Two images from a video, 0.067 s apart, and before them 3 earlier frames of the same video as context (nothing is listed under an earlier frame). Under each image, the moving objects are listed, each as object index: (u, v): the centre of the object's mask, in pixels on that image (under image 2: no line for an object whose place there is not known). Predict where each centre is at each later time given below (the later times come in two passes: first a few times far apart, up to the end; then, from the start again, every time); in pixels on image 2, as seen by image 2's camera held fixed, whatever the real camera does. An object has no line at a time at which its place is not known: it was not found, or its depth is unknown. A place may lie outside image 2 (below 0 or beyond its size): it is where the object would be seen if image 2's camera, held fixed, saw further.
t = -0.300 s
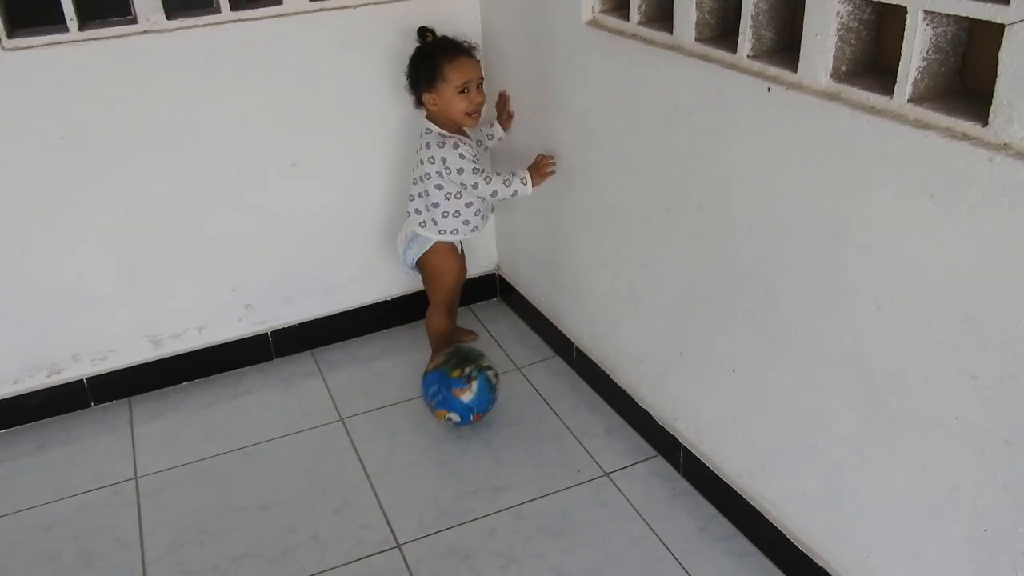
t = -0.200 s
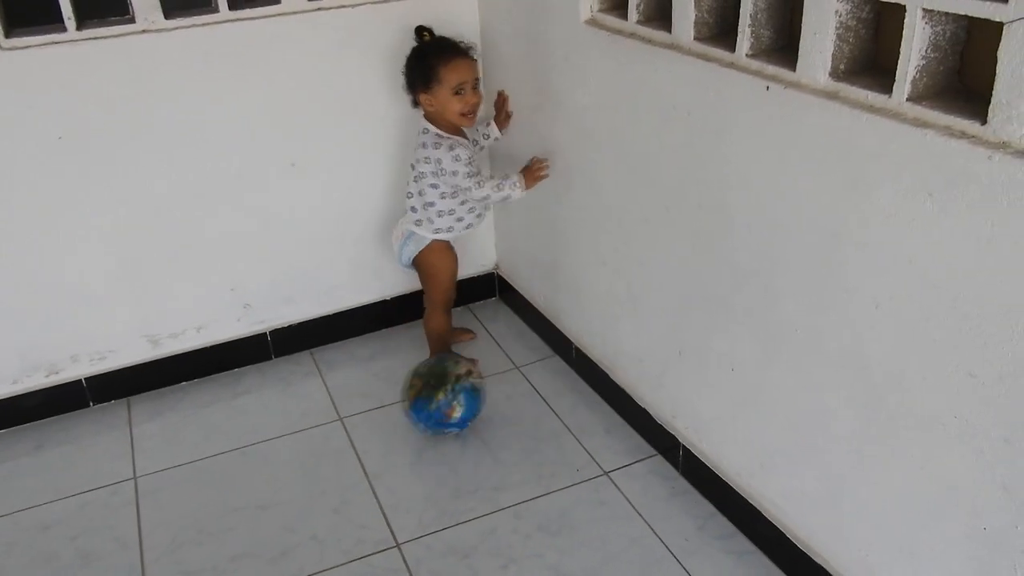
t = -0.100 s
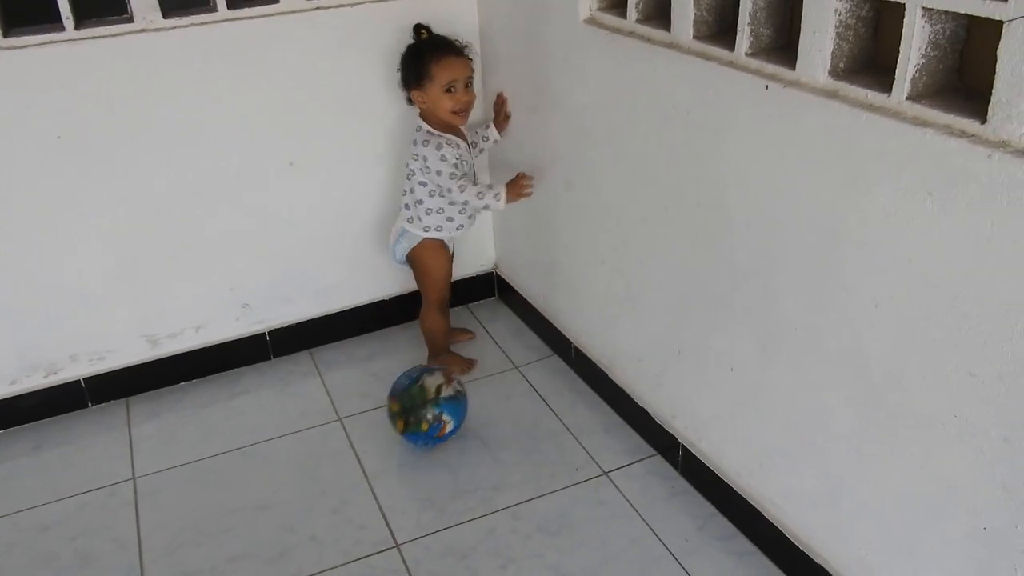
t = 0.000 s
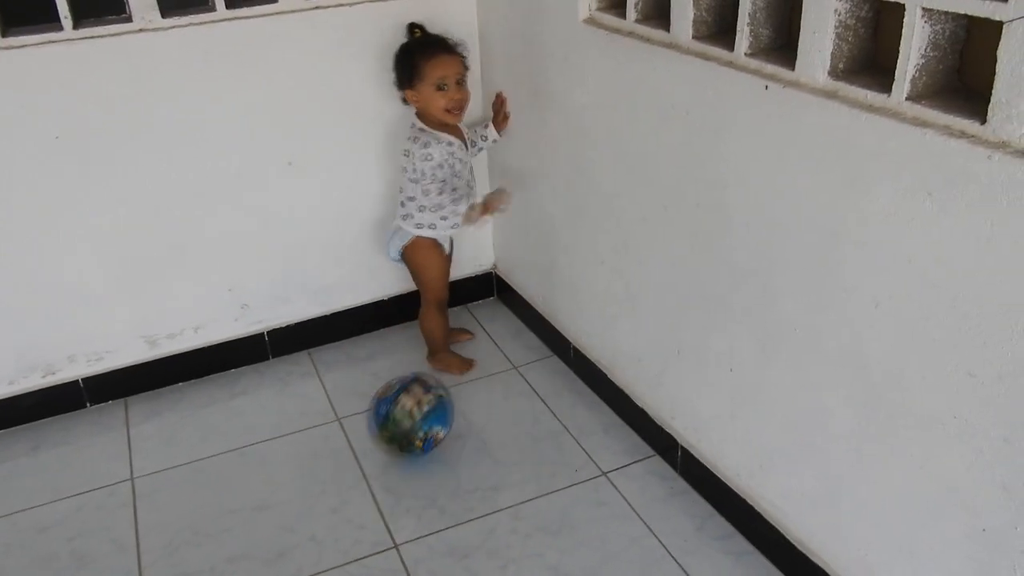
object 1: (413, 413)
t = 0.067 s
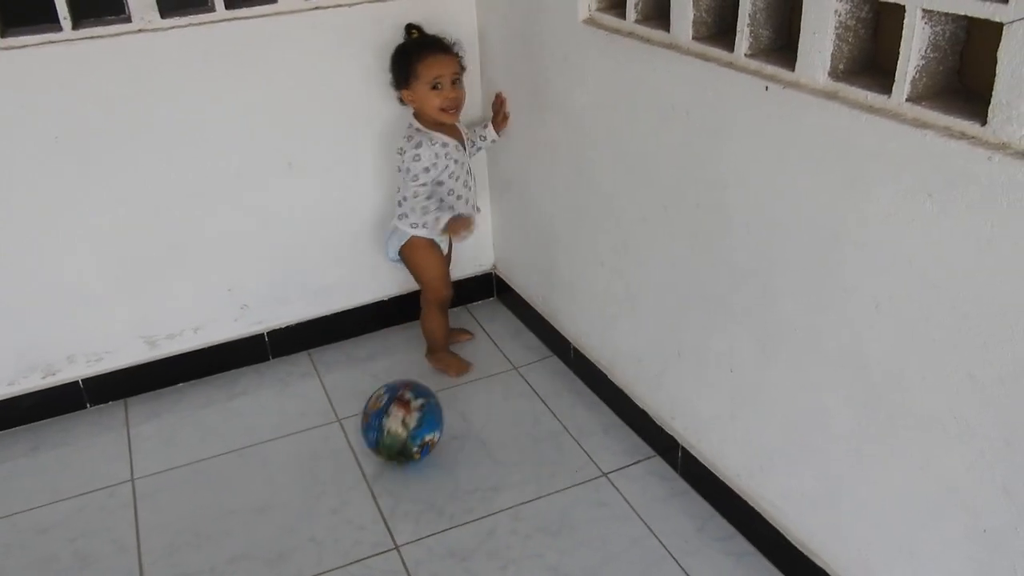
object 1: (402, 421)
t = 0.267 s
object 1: (372, 441)
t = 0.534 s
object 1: (326, 471)
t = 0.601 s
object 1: (315, 477)
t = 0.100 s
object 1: (396, 425)
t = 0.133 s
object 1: (390, 430)
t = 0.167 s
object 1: (386, 432)
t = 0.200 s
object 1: (381, 436)
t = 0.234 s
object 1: (376, 439)
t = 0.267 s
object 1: (372, 441)
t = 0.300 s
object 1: (365, 446)
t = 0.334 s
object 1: (360, 449)
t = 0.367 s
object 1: (356, 452)
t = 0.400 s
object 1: (350, 456)
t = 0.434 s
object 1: (346, 459)
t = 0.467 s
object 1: (339, 463)
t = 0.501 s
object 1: (333, 467)
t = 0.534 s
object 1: (326, 471)
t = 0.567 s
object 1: (320, 475)
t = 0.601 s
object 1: (315, 477)
